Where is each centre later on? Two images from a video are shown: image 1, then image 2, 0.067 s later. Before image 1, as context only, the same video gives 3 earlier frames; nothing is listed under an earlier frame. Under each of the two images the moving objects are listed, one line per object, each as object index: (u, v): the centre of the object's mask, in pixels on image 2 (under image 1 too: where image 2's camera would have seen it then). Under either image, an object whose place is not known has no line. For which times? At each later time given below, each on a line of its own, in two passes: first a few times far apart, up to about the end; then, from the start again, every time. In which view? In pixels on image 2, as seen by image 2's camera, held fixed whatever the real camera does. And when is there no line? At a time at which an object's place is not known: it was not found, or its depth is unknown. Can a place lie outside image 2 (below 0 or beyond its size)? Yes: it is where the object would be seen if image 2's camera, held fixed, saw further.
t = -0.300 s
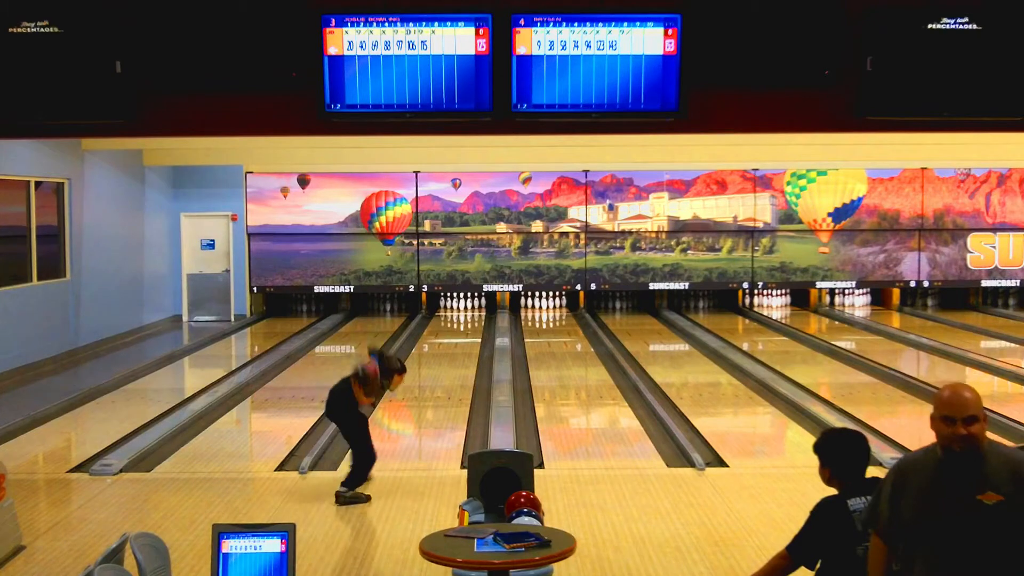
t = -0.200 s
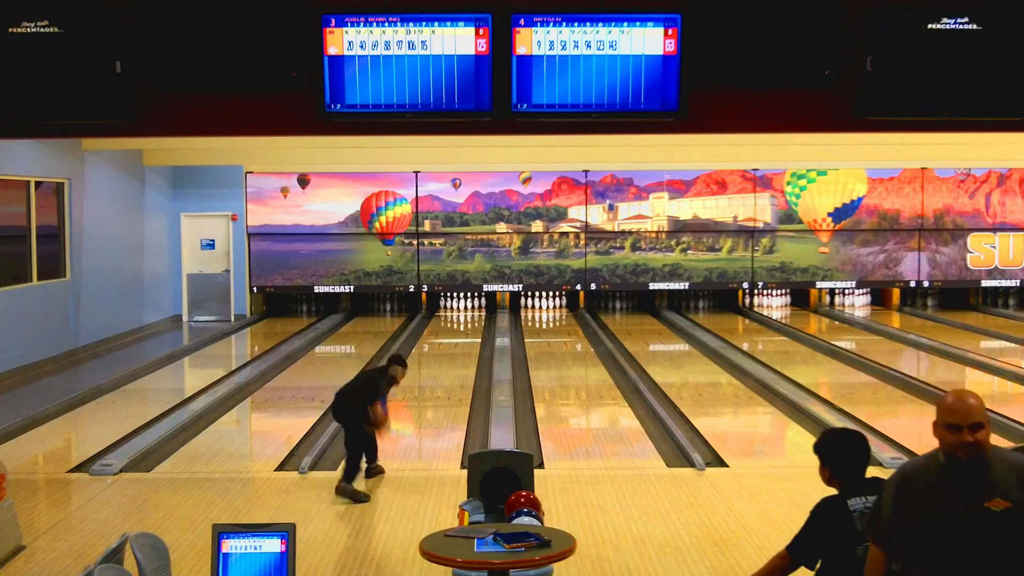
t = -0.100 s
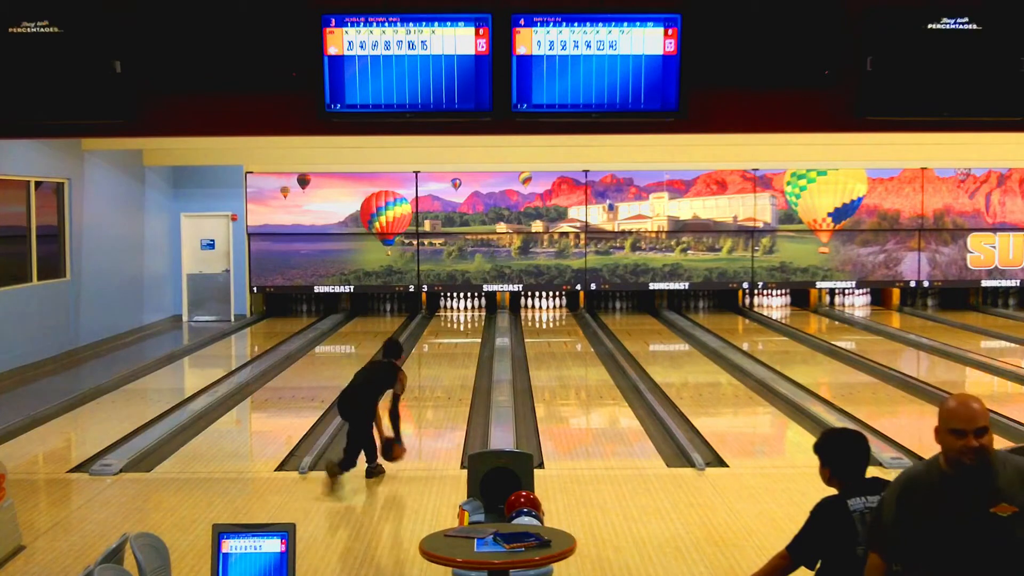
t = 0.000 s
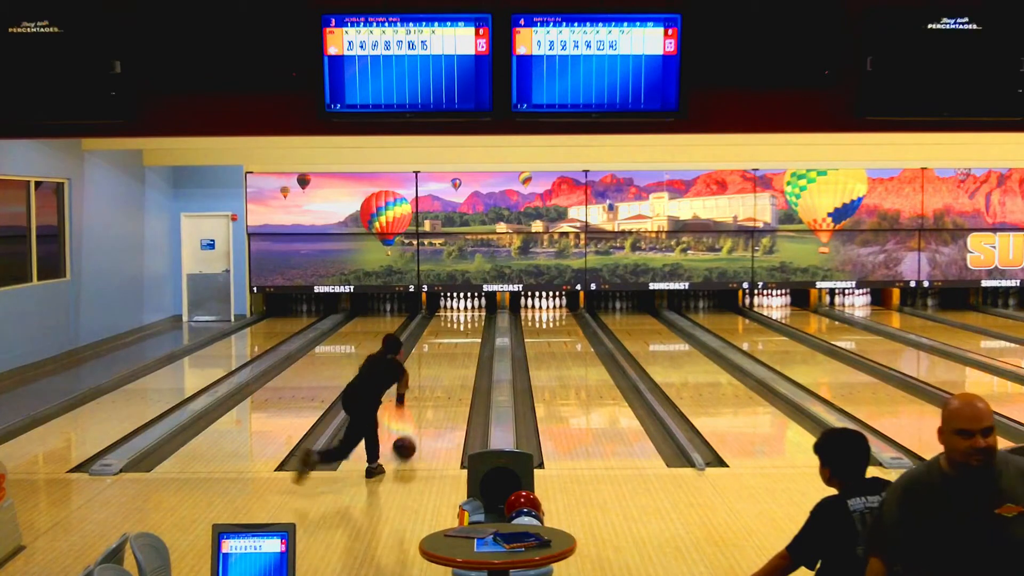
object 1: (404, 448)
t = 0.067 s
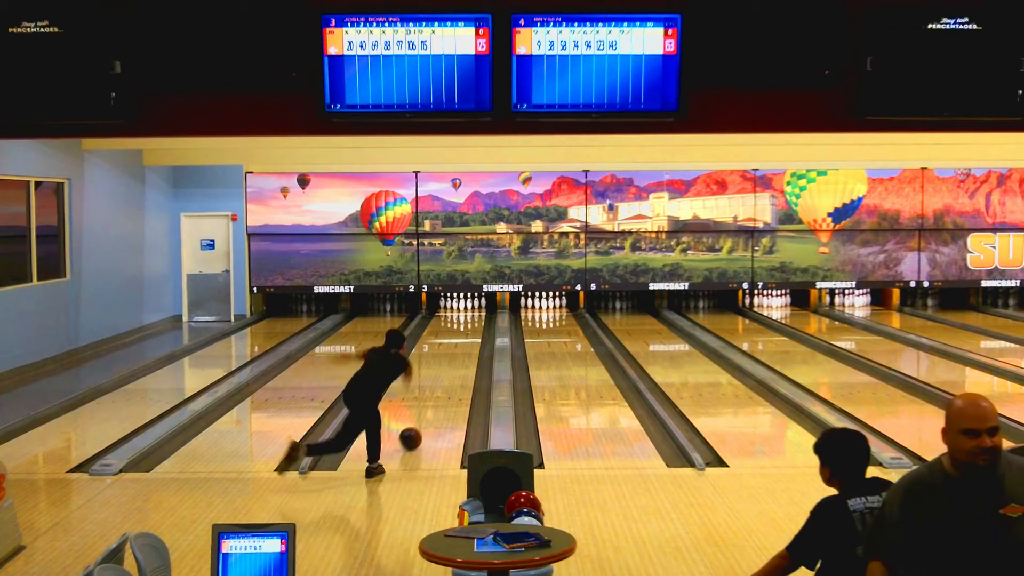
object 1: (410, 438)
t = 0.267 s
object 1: (427, 414)
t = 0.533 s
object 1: (443, 388)
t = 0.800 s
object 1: (455, 368)
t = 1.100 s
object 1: (465, 351)
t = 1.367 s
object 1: (471, 338)
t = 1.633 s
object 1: (475, 328)
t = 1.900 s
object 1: (476, 319)
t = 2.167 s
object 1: (473, 312)
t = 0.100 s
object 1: (413, 434)
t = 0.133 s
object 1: (416, 430)
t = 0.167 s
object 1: (419, 426)
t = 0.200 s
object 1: (422, 421)
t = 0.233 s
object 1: (424, 417)
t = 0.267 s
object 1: (427, 414)
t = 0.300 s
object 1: (429, 410)
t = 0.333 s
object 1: (431, 407)
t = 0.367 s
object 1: (433, 403)
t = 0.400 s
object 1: (435, 400)
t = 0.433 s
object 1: (437, 397)
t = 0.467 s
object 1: (439, 394)
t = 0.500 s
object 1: (441, 391)
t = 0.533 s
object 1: (443, 388)
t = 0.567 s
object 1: (444, 386)
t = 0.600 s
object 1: (446, 383)
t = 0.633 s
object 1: (448, 380)
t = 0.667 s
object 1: (449, 378)
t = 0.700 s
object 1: (451, 375)
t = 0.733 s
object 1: (452, 373)
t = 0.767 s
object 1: (454, 370)
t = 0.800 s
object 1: (455, 368)
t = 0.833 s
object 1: (456, 366)
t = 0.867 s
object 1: (458, 364)
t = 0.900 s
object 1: (459, 362)
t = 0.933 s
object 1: (460, 360)
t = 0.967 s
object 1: (461, 358)
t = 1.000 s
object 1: (462, 356)
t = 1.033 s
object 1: (463, 355)
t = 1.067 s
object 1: (464, 353)
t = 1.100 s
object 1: (465, 351)
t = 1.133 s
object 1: (466, 349)
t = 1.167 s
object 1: (467, 348)
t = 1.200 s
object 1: (468, 346)
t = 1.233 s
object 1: (469, 344)
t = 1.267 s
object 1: (469, 343)
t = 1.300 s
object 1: (470, 341)
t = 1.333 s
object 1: (471, 340)
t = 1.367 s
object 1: (471, 338)
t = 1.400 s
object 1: (472, 337)
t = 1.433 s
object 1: (472, 336)
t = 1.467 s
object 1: (473, 334)
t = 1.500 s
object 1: (473, 333)
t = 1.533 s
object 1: (474, 332)
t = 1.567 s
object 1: (474, 330)
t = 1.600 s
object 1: (475, 329)
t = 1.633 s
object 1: (475, 328)
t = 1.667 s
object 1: (475, 327)
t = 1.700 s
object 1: (475, 326)
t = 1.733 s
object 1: (476, 325)
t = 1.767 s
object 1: (476, 323)
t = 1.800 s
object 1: (476, 323)
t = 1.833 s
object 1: (476, 322)
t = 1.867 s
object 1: (476, 321)
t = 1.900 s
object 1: (476, 319)
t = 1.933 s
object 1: (476, 319)
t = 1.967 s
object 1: (476, 318)
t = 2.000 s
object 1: (475, 317)
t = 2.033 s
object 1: (475, 316)
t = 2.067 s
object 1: (475, 315)
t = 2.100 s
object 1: (475, 314)
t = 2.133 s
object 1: (474, 313)
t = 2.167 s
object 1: (473, 312)
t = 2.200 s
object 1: (473, 312)
